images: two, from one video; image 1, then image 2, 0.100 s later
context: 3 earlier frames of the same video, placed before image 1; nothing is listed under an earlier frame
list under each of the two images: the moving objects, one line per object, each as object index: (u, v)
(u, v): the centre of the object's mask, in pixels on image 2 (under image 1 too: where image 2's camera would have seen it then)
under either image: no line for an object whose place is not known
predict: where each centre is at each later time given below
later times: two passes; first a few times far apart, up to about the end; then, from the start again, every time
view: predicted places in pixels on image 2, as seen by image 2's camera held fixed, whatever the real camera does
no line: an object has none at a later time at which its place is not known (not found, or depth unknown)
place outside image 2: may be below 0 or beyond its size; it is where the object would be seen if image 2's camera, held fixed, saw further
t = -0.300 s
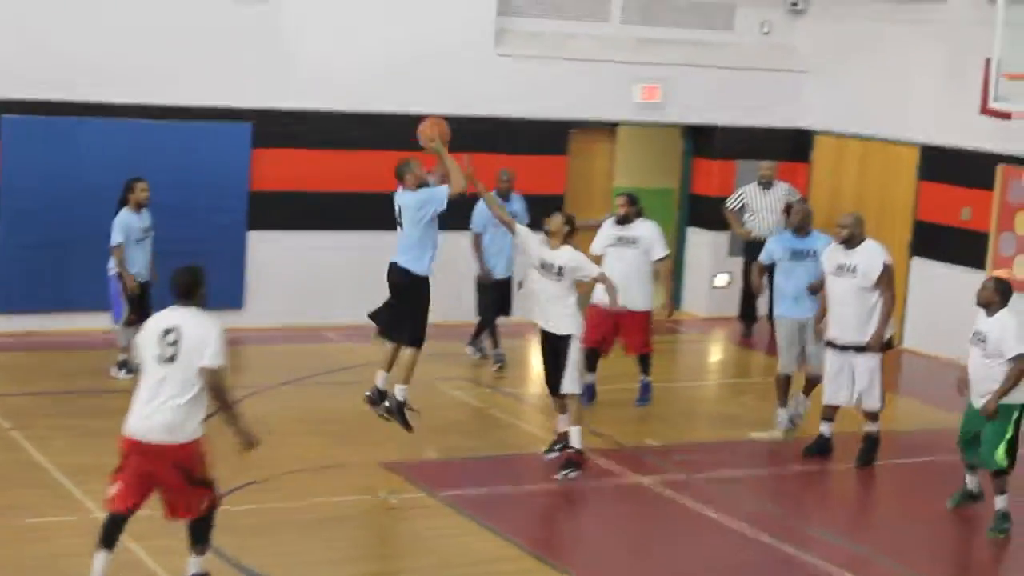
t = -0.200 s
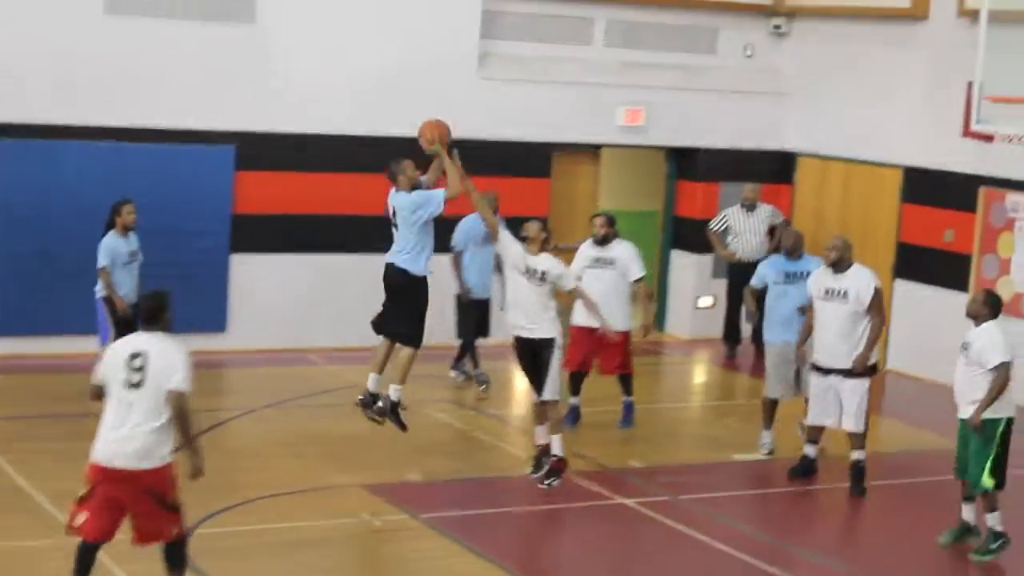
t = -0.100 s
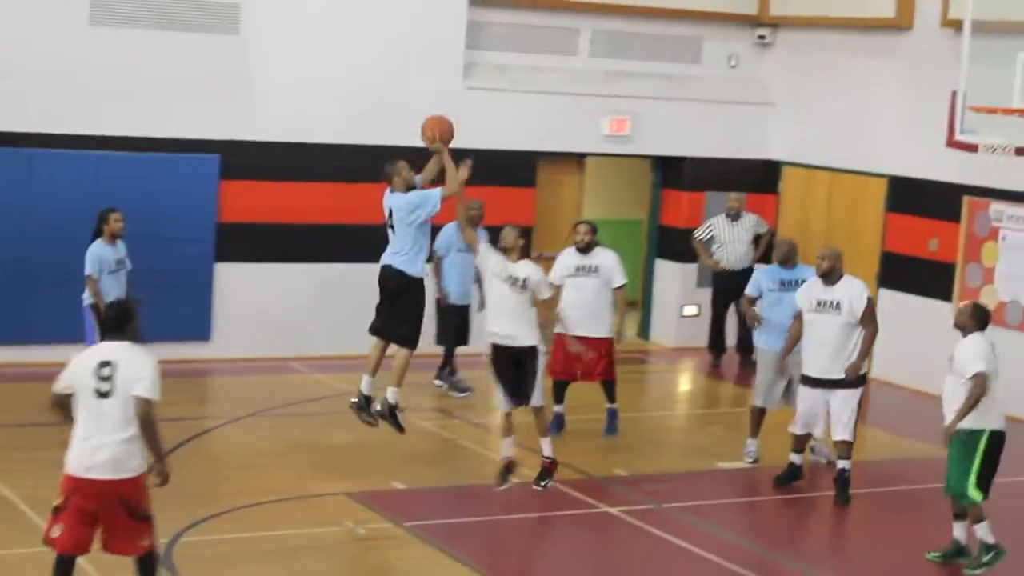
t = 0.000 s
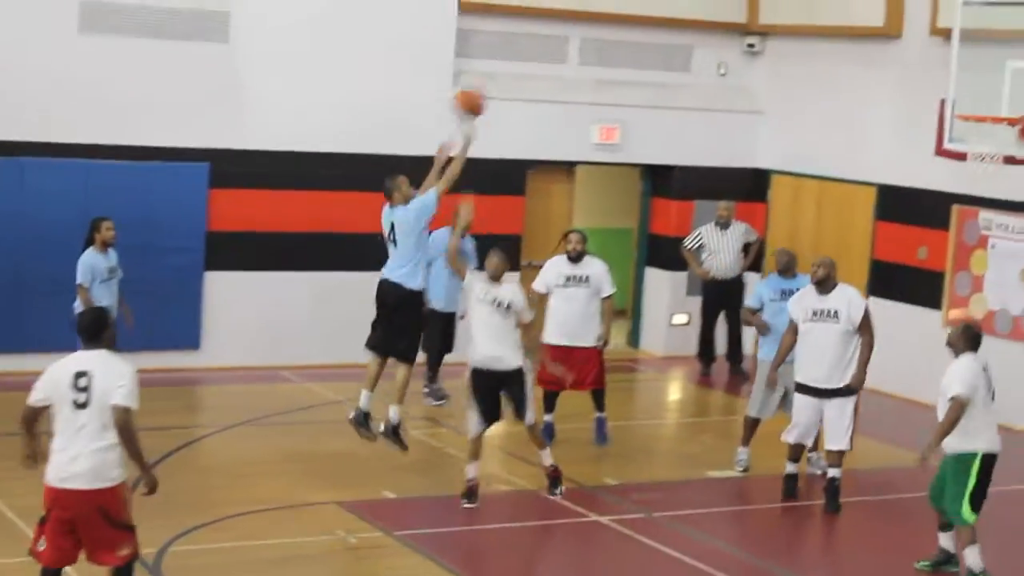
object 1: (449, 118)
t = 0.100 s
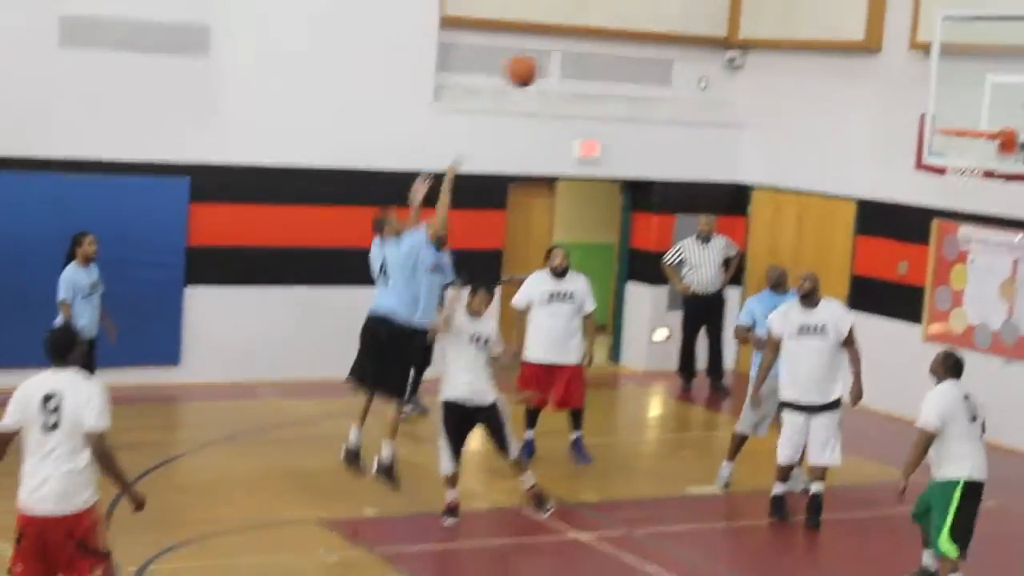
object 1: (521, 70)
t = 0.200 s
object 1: (589, 38)
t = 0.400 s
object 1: (724, 16)
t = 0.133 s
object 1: (543, 58)
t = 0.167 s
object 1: (568, 47)
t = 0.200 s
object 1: (589, 38)
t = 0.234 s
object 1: (614, 30)
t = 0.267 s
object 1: (637, 24)
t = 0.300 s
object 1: (658, 20)
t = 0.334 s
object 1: (680, 16)
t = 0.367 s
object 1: (701, 14)
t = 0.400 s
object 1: (724, 16)
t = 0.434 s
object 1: (744, 16)
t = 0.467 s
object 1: (766, 19)
